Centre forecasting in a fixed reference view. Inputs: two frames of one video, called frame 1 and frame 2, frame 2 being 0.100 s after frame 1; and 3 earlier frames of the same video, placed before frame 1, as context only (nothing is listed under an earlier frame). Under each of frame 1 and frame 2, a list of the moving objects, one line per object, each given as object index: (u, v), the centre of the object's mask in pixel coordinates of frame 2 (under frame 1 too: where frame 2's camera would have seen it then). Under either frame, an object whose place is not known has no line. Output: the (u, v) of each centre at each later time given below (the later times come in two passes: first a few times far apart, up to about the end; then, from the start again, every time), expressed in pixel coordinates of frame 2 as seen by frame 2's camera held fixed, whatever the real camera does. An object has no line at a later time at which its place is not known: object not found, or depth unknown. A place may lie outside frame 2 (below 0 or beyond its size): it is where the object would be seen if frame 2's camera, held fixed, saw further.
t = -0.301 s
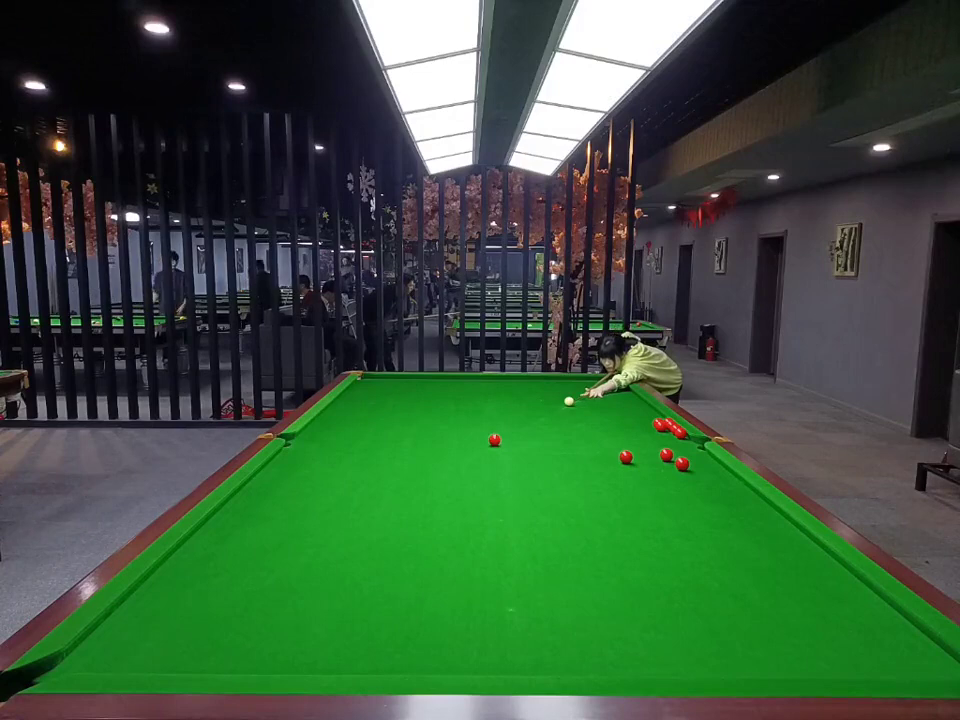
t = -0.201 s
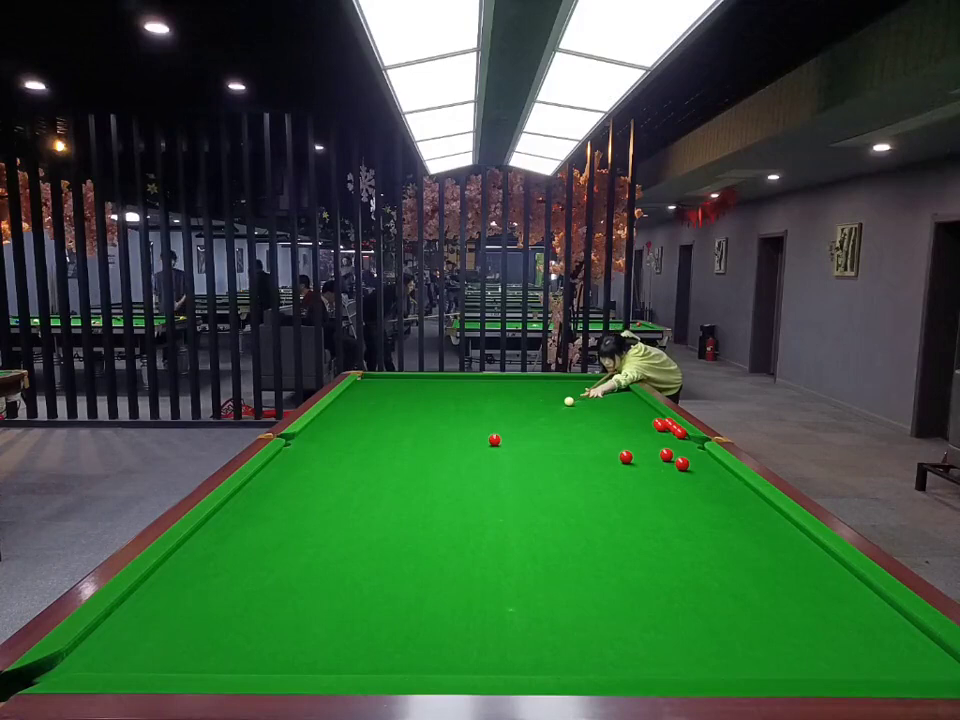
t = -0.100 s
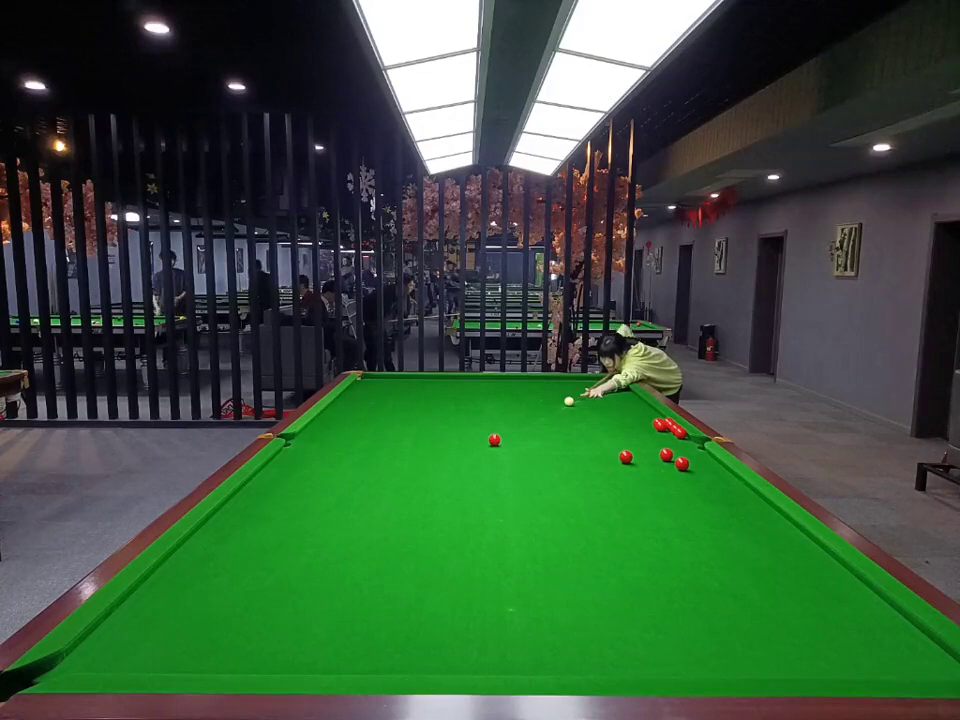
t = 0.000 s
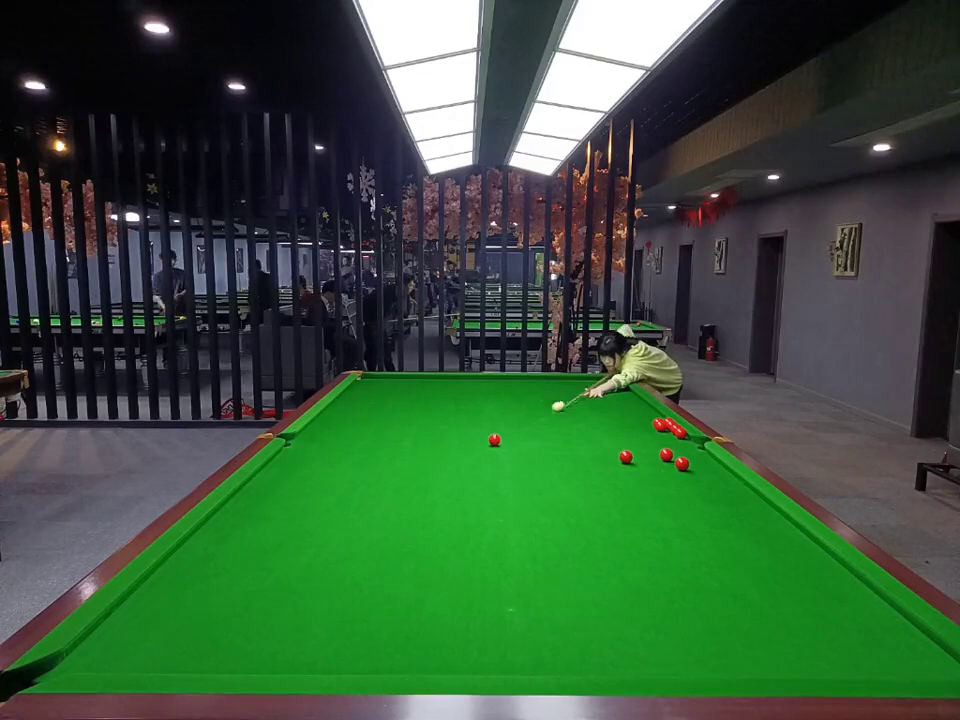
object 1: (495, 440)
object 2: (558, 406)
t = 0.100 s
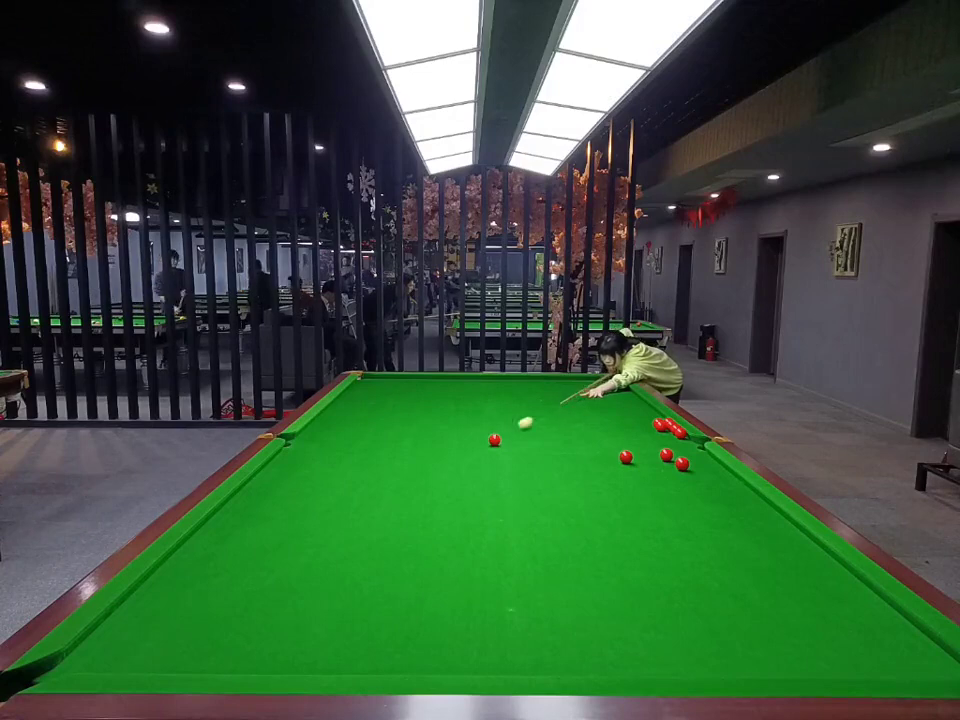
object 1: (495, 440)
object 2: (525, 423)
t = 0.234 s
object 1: (467, 454)
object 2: (497, 437)
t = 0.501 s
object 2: (497, 436)
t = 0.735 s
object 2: (499, 433)
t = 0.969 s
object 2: (500, 432)
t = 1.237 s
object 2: (500, 430)
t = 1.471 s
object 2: (501, 429)
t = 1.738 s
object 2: (501, 427)
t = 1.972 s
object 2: (502, 427)
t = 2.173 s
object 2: (502, 427)
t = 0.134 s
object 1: (494, 439)
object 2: (513, 429)
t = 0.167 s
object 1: (494, 440)
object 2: (502, 434)
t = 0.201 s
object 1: (482, 445)
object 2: (498, 437)
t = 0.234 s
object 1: (467, 454)
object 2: (497, 437)
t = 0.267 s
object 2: (496, 437)
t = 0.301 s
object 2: (496, 437)
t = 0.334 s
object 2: (496, 437)
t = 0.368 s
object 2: (496, 437)
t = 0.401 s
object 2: (497, 436)
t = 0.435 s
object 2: (497, 436)
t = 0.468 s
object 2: (497, 436)
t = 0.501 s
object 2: (497, 436)
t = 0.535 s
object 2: (498, 435)
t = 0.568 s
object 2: (498, 435)
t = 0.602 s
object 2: (498, 435)
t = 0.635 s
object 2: (498, 434)
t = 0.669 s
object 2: (498, 434)
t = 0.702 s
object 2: (499, 434)
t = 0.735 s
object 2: (499, 433)
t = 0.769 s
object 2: (499, 433)
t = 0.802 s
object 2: (499, 433)
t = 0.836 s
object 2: (499, 433)
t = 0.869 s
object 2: (499, 432)
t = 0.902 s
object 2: (500, 432)
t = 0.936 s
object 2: (500, 432)
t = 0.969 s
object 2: (500, 432)
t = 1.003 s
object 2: (500, 432)
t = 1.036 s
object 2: (500, 431)
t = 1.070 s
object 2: (500, 431)
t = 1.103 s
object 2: (500, 431)
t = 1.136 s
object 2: (500, 431)
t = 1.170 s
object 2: (500, 430)
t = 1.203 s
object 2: (500, 430)
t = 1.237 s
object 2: (500, 430)
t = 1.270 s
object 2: (500, 430)
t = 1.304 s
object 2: (501, 429)
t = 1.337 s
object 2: (501, 429)
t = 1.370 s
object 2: (501, 429)
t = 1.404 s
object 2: (501, 429)
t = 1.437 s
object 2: (501, 429)
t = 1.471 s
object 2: (501, 429)
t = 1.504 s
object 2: (501, 428)
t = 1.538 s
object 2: (501, 428)
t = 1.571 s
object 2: (501, 428)
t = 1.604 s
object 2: (501, 428)
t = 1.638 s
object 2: (501, 428)
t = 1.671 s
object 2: (501, 428)
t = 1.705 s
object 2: (501, 428)
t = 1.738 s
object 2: (501, 427)
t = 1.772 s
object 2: (502, 427)
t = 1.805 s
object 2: (502, 427)
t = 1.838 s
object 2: (502, 427)
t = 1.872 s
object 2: (502, 427)
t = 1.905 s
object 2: (502, 427)
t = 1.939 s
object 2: (502, 427)
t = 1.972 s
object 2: (502, 427)
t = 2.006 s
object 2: (502, 427)
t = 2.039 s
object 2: (502, 427)
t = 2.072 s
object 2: (502, 427)
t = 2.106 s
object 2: (502, 427)
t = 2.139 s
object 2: (502, 427)
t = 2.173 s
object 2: (502, 427)
